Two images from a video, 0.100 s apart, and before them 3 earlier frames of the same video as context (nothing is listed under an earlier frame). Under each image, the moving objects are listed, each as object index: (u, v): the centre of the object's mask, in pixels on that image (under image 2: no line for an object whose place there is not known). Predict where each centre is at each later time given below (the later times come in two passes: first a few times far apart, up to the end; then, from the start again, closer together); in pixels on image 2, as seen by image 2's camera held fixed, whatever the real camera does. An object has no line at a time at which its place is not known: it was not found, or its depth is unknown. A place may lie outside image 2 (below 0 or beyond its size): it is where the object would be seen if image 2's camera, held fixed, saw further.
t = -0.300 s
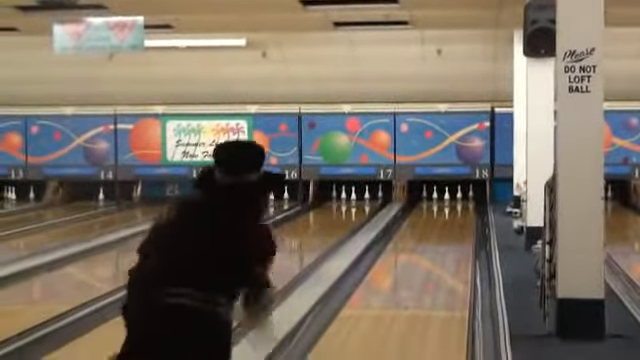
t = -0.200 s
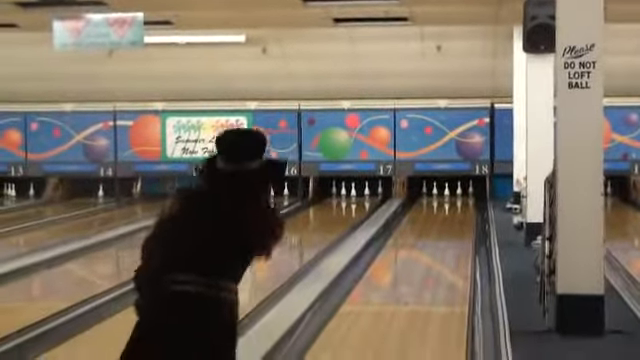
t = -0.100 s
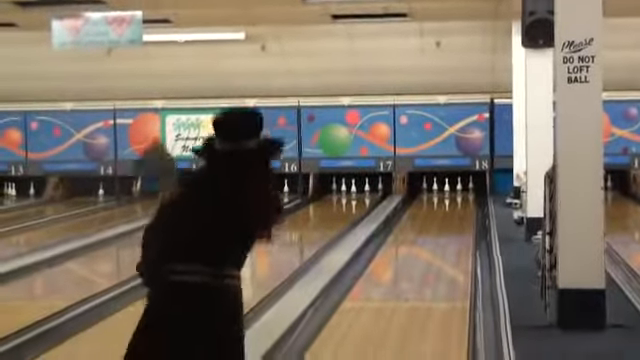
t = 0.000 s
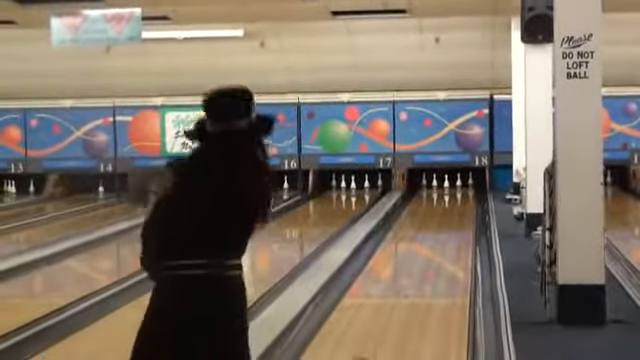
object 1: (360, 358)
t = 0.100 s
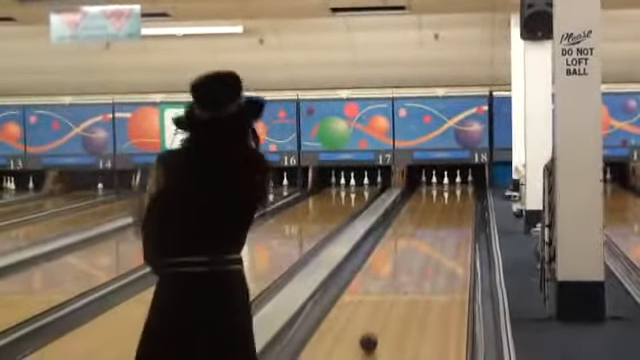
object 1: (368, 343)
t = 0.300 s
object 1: (380, 307)
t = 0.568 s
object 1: (391, 274)
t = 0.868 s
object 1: (399, 249)
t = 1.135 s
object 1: (404, 232)
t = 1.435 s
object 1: (407, 219)
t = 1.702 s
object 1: (409, 210)
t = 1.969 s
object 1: (409, 208)
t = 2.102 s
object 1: (410, 204)
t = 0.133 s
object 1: (370, 337)
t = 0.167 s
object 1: (372, 331)
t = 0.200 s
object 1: (374, 324)
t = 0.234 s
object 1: (377, 318)
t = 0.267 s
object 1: (378, 313)
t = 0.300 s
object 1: (380, 307)
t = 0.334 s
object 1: (382, 302)
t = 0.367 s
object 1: (383, 298)
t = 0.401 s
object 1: (385, 293)
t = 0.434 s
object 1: (386, 289)
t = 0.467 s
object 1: (388, 285)
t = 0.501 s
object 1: (389, 281)
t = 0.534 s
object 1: (390, 277)
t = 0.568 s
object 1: (391, 274)
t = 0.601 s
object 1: (392, 271)
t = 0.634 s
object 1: (393, 268)
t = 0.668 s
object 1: (394, 264)
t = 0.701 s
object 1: (395, 262)
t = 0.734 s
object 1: (396, 259)
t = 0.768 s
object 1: (397, 256)
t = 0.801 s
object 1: (397, 254)
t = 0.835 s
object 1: (398, 251)
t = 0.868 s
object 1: (399, 249)
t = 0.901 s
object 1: (399, 246)
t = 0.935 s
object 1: (400, 244)
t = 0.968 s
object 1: (401, 241)
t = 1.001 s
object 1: (402, 240)
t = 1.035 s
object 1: (403, 238)
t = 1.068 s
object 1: (403, 236)
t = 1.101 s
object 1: (403, 234)
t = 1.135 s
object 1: (404, 232)
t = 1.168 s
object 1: (404, 231)
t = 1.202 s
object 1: (404, 229)
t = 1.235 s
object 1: (404, 228)
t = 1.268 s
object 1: (404, 226)
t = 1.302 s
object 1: (405, 225)
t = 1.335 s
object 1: (405, 225)
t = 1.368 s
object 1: (406, 221)
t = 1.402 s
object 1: (407, 220)
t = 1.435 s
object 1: (407, 219)
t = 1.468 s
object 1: (407, 217)
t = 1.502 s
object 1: (407, 217)
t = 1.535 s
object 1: (407, 216)
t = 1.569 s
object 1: (408, 213)
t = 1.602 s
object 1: (409, 212)
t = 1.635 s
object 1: (409, 212)
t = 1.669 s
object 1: (409, 210)
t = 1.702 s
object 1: (409, 210)
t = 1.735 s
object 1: (410, 208)
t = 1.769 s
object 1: (410, 208)
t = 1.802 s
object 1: (410, 207)
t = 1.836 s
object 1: (410, 207)
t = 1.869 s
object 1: (410, 206)
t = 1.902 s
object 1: (410, 207)
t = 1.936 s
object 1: (410, 206)
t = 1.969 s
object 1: (409, 208)
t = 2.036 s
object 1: (409, 204)
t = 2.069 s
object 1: (410, 203)
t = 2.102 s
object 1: (410, 204)
